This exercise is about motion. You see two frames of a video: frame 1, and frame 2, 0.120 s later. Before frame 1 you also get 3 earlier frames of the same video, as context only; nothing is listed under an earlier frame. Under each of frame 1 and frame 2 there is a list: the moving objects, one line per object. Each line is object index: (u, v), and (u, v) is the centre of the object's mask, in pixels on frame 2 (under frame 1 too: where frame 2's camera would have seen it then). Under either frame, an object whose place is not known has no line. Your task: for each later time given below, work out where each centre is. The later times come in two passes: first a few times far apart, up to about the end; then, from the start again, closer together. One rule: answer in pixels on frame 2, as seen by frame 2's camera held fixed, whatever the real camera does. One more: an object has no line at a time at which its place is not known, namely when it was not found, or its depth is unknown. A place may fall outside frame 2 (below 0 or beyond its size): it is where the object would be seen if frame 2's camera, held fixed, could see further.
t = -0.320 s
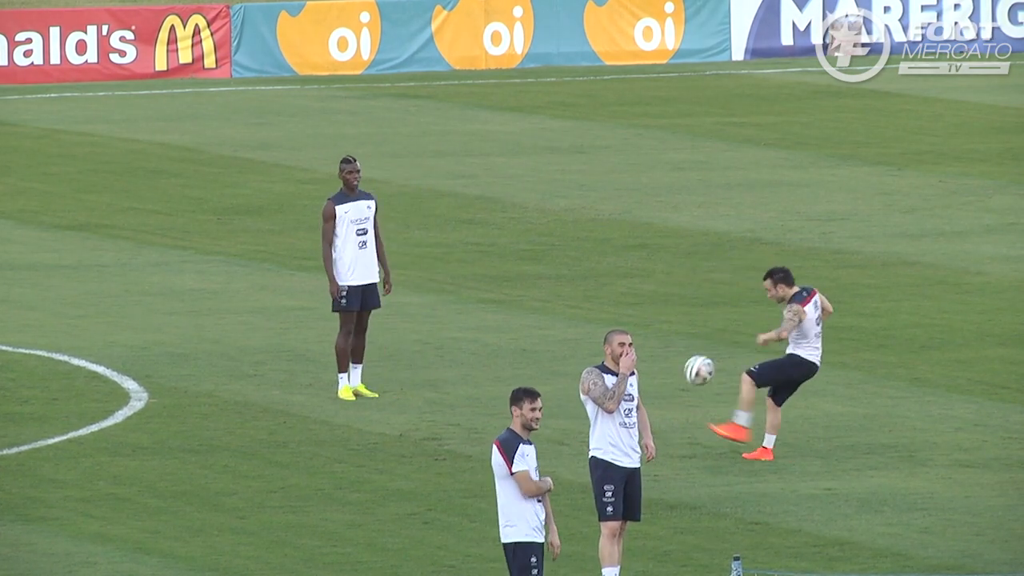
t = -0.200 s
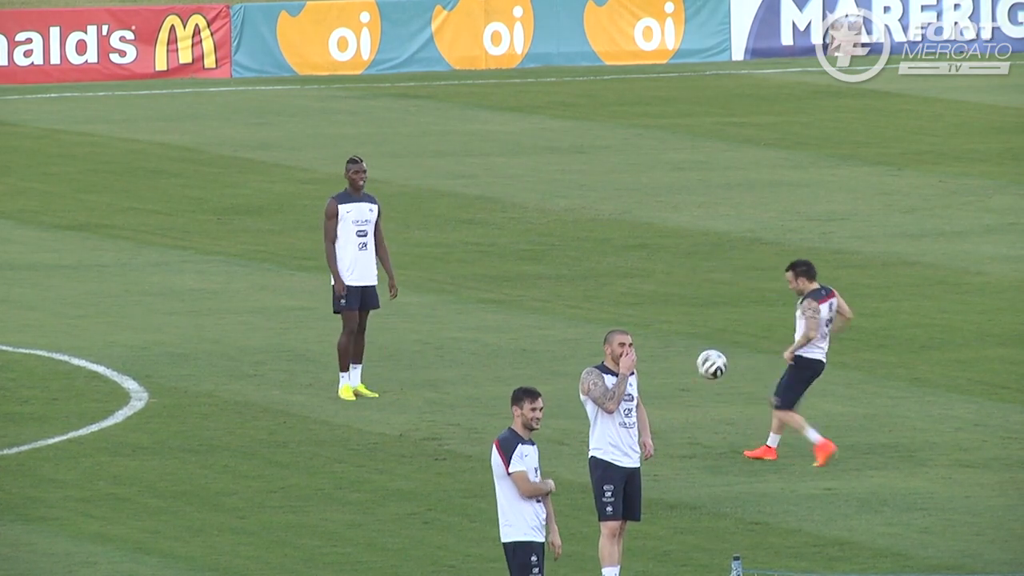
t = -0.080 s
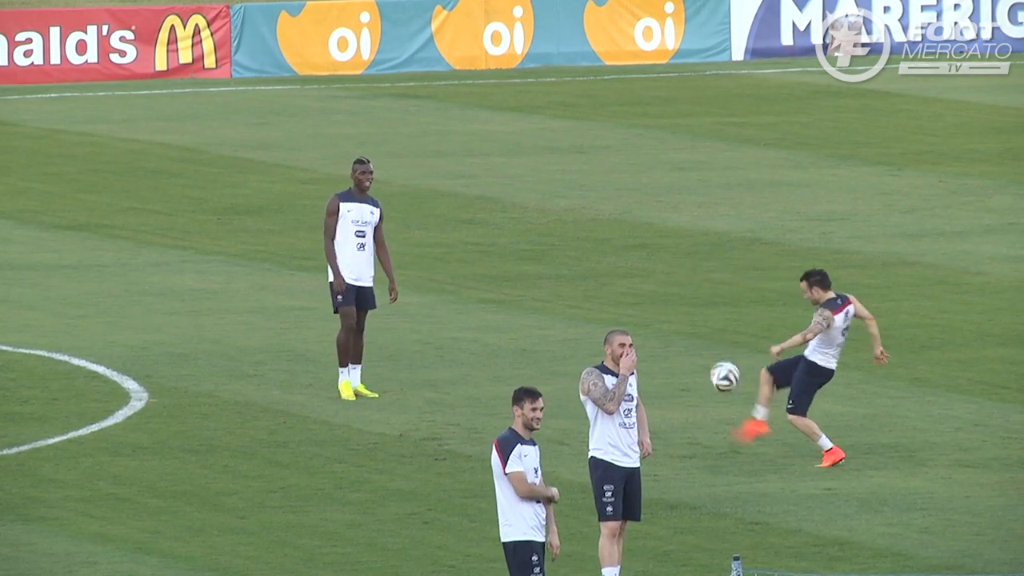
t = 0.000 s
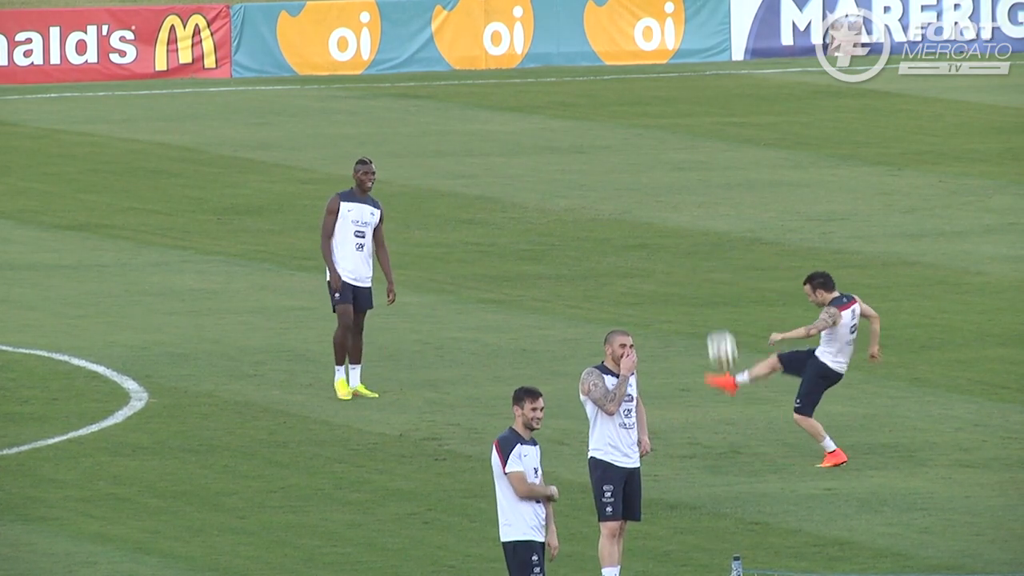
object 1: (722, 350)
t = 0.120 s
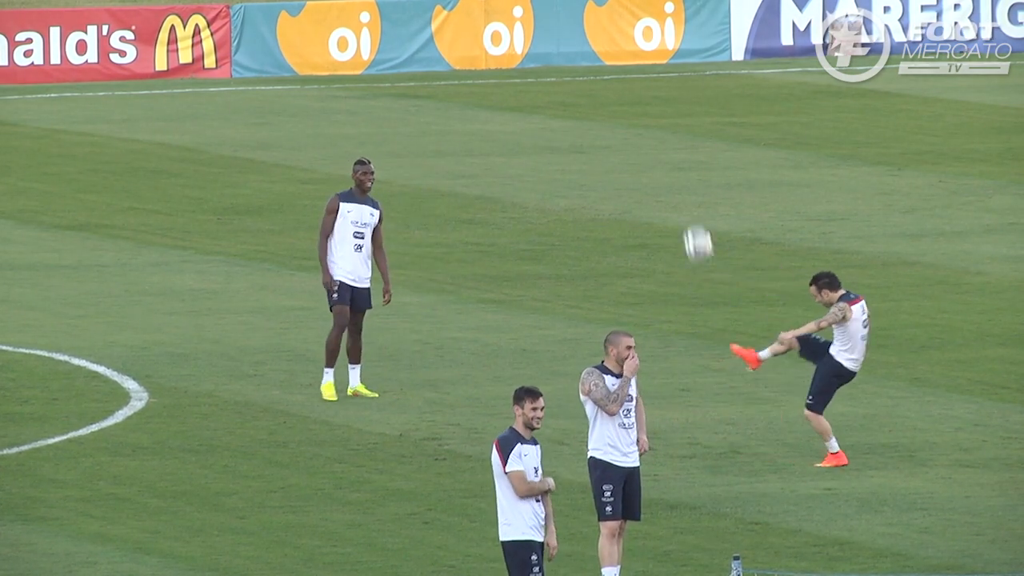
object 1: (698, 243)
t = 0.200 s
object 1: (682, 185)
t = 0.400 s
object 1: (645, 75)
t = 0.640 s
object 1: (603, 12)
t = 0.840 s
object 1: (569, 14)
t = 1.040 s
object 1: (537, 68)
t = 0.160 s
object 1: (690, 213)
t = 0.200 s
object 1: (682, 185)
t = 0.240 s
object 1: (675, 158)
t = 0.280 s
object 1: (667, 134)
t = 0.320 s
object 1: (660, 112)
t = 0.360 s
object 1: (652, 92)
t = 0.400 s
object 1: (645, 75)
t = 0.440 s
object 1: (638, 59)
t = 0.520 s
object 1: (623, 34)
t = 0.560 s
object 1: (617, 24)
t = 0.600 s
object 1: (610, 17)
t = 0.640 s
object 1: (603, 12)
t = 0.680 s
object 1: (596, 10)
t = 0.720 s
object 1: (589, 9)
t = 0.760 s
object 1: (582, 10)
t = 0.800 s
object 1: (575, 11)
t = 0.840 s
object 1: (569, 14)
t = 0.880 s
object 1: (563, 21)
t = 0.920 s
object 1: (556, 30)
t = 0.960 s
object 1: (550, 40)
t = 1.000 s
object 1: (543, 53)
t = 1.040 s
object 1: (537, 68)
